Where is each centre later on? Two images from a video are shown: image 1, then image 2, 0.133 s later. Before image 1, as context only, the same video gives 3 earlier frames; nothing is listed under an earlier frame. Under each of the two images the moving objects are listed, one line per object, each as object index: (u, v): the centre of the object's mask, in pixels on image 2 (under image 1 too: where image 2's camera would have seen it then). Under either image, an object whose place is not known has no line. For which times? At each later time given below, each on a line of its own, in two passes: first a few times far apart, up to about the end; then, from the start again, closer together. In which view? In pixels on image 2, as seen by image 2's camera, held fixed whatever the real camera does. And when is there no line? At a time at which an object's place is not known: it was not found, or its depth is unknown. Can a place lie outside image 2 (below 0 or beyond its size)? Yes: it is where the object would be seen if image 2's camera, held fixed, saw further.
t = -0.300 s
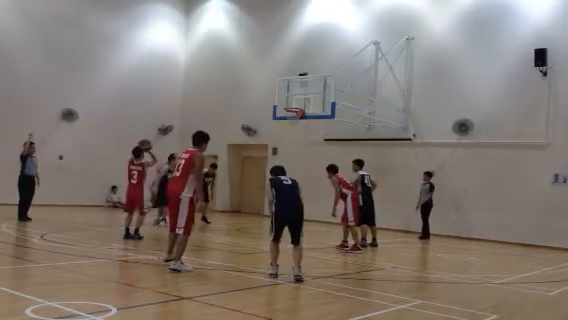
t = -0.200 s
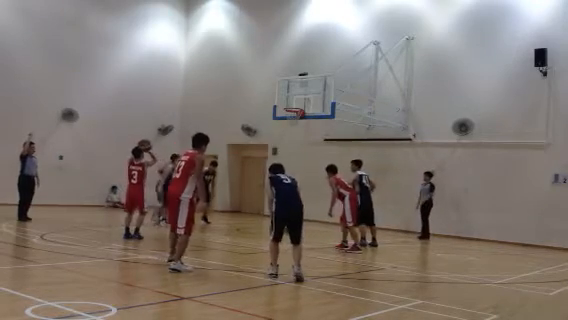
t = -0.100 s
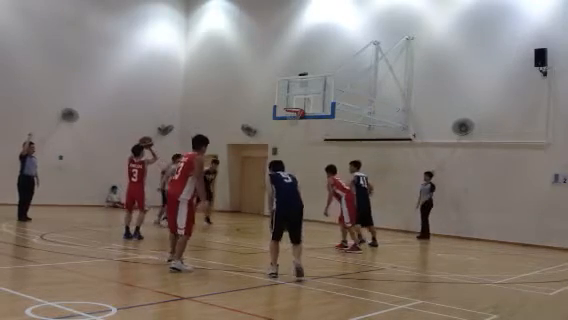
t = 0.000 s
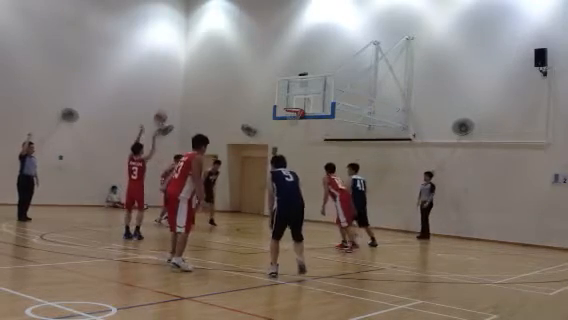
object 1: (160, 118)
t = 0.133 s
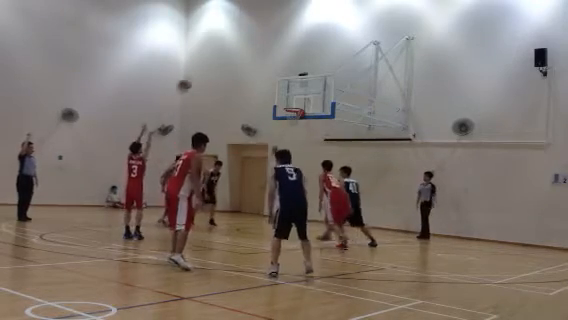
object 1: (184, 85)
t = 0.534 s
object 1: (240, 49)
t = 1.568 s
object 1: (288, 120)
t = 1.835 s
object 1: (296, 147)
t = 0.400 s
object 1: (223, 51)
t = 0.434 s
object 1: (228, 50)
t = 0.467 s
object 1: (232, 50)
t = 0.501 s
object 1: (237, 49)
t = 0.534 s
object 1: (240, 49)
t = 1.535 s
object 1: (286, 116)
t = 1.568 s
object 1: (288, 120)
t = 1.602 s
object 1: (289, 121)
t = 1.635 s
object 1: (291, 122)
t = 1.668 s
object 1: (292, 127)
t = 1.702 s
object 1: (293, 129)
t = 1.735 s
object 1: (293, 133)
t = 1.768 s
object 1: (294, 137)
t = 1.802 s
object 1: (295, 142)
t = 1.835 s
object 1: (296, 147)
